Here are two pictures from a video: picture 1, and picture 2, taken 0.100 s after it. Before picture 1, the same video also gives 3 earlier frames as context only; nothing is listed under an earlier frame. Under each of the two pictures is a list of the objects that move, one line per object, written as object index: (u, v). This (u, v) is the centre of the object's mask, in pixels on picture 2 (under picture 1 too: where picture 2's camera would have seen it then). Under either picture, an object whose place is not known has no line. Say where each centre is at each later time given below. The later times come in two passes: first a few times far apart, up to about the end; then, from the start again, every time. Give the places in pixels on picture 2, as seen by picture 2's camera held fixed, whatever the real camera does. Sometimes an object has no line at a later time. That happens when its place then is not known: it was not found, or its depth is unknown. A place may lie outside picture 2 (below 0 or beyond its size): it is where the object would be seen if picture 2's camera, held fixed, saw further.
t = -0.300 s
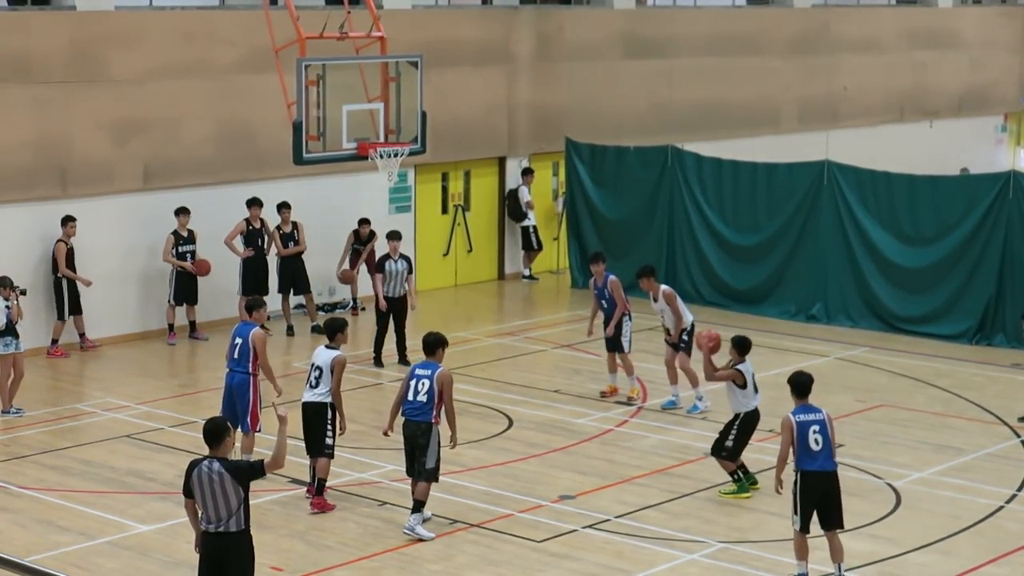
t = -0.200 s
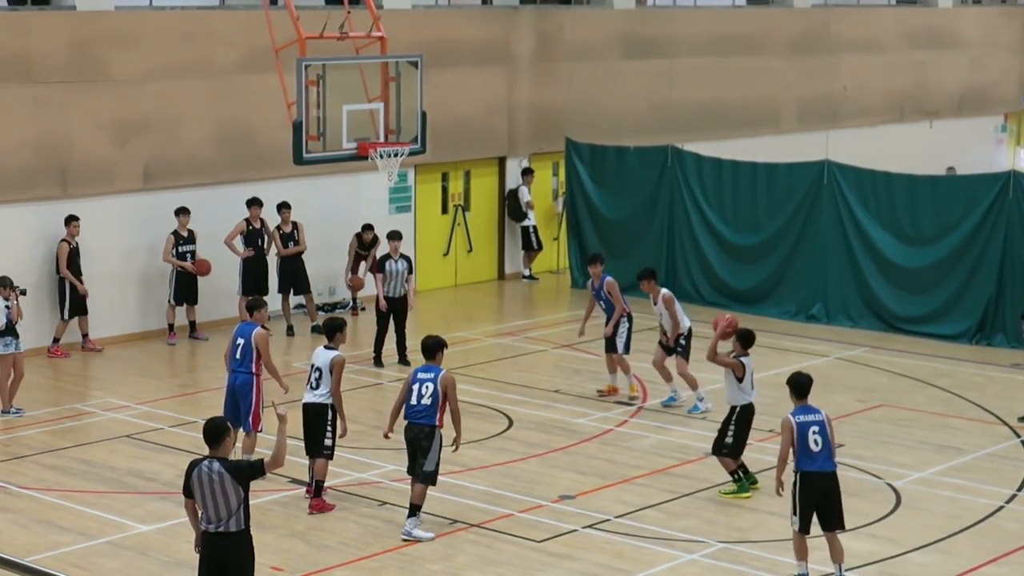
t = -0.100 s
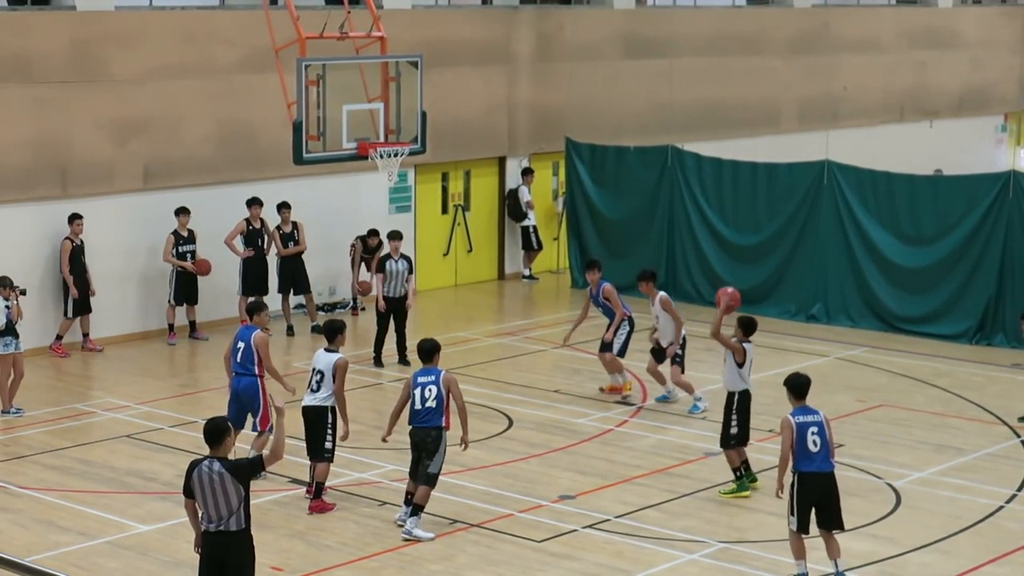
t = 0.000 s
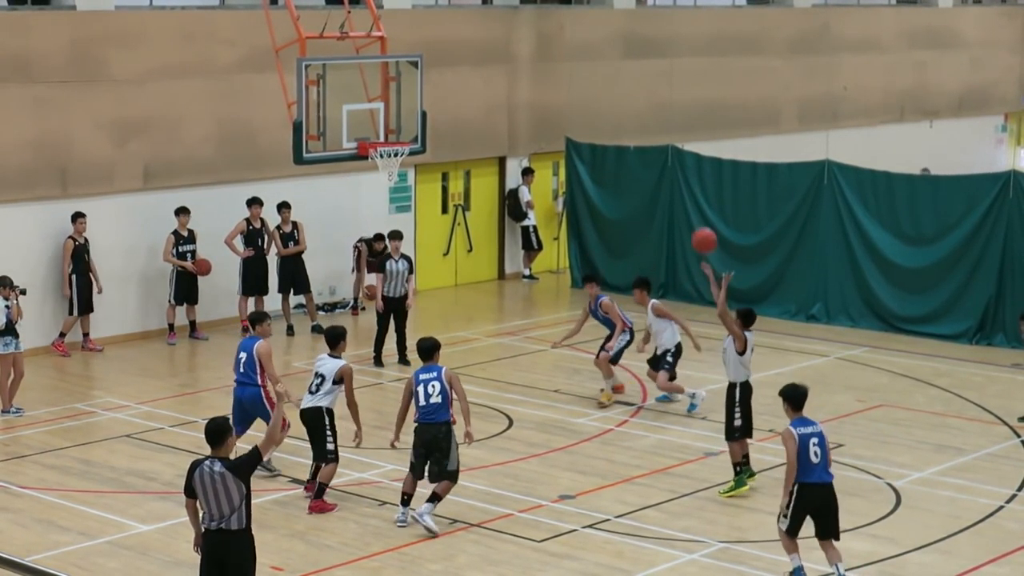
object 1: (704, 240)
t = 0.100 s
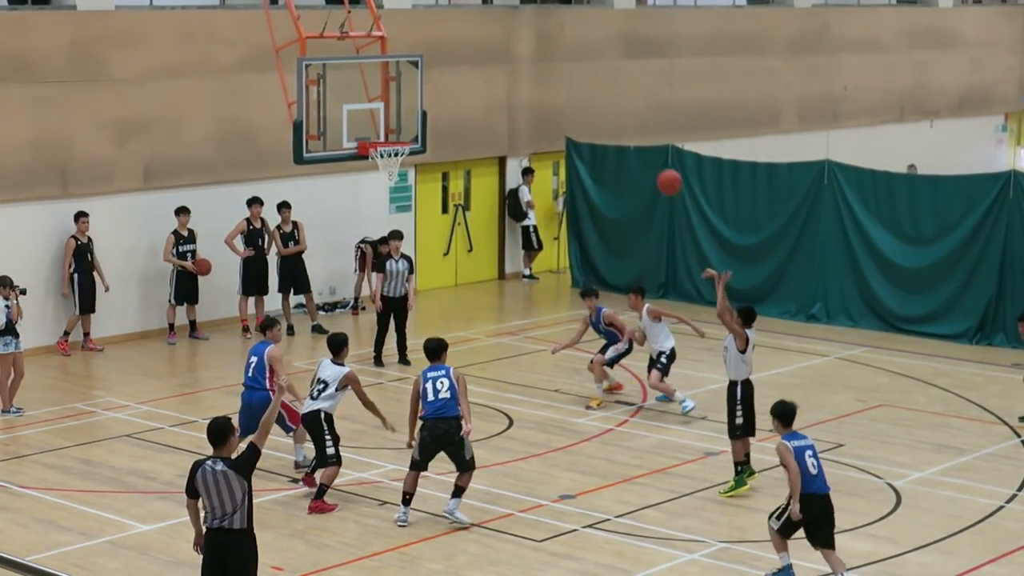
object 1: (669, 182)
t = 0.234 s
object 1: (624, 122)
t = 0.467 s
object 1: (547, 62)
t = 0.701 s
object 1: (476, 58)
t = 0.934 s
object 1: (410, 103)
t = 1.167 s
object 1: (374, 88)
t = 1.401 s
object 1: (354, 50)
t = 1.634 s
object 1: (333, 62)
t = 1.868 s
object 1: (314, 126)
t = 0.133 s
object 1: (658, 165)
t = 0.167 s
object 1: (646, 150)
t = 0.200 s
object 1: (635, 135)
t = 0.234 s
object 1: (624, 122)
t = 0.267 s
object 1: (613, 110)
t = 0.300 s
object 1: (601, 99)
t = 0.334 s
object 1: (590, 89)
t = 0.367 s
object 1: (579, 81)
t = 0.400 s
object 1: (568, 73)
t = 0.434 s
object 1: (558, 67)
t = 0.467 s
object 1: (547, 62)
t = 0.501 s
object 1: (537, 58)
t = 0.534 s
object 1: (526, 55)
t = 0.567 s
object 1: (516, 54)
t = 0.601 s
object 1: (506, 53)
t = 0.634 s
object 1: (496, 54)
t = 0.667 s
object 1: (486, 55)
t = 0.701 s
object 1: (476, 58)
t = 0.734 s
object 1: (466, 61)
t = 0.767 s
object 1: (456, 66)
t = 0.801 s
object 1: (447, 71)
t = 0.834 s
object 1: (437, 78)
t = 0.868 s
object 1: (428, 86)
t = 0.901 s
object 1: (419, 94)
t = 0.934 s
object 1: (410, 103)
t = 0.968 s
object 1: (401, 114)
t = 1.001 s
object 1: (393, 125)
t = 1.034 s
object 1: (385, 131)
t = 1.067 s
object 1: (382, 118)
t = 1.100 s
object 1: (380, 107)
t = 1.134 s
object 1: (377, 97)
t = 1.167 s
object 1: (374, 88)
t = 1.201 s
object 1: (371, 79)
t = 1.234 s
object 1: (368, 72)
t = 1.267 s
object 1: (366, 66)
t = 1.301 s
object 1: (363, 60)
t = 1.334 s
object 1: (360, 56)
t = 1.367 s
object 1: (357, 53)
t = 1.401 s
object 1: (354, 50)
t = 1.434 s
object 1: (351, 49)
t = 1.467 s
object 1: (348, 48)
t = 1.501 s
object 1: (346, 48)
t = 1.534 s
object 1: (343, 50)
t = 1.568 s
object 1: (340, 53)
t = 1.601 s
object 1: (337, 57)
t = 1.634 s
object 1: (333, 62)
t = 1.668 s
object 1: (331, 68)
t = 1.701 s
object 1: (328, 76)
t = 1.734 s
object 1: (325, 83)
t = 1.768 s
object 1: (323, 92)
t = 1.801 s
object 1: (319, 102)
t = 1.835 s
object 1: (317, 114)
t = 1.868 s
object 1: (314, 126)
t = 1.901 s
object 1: (311, 140)
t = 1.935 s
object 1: (308, 154)
